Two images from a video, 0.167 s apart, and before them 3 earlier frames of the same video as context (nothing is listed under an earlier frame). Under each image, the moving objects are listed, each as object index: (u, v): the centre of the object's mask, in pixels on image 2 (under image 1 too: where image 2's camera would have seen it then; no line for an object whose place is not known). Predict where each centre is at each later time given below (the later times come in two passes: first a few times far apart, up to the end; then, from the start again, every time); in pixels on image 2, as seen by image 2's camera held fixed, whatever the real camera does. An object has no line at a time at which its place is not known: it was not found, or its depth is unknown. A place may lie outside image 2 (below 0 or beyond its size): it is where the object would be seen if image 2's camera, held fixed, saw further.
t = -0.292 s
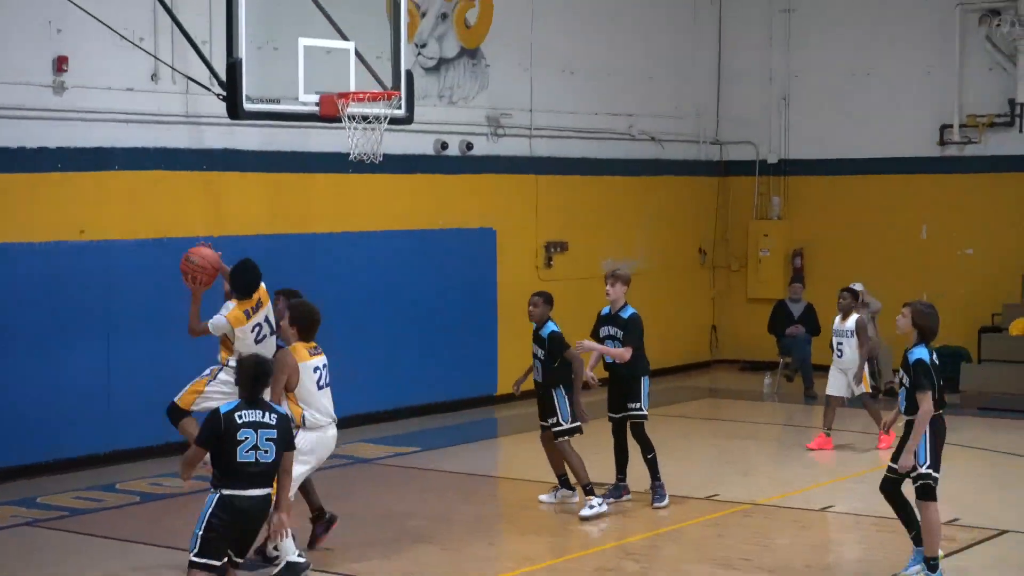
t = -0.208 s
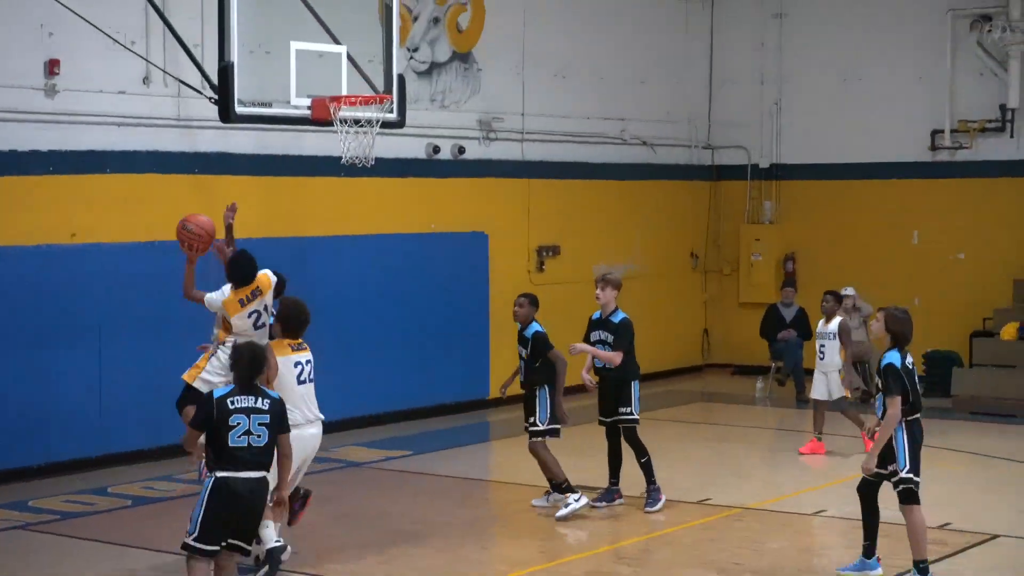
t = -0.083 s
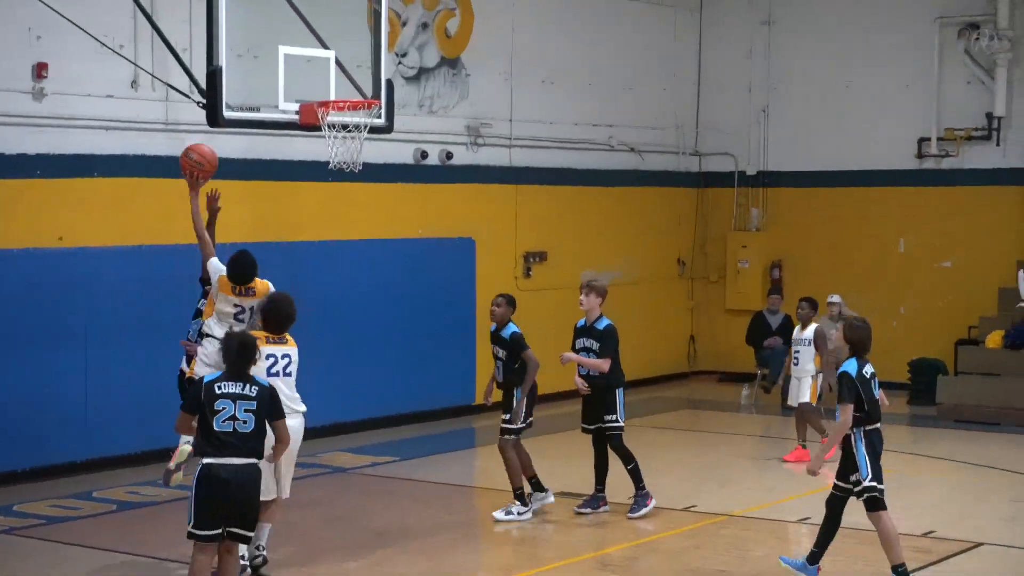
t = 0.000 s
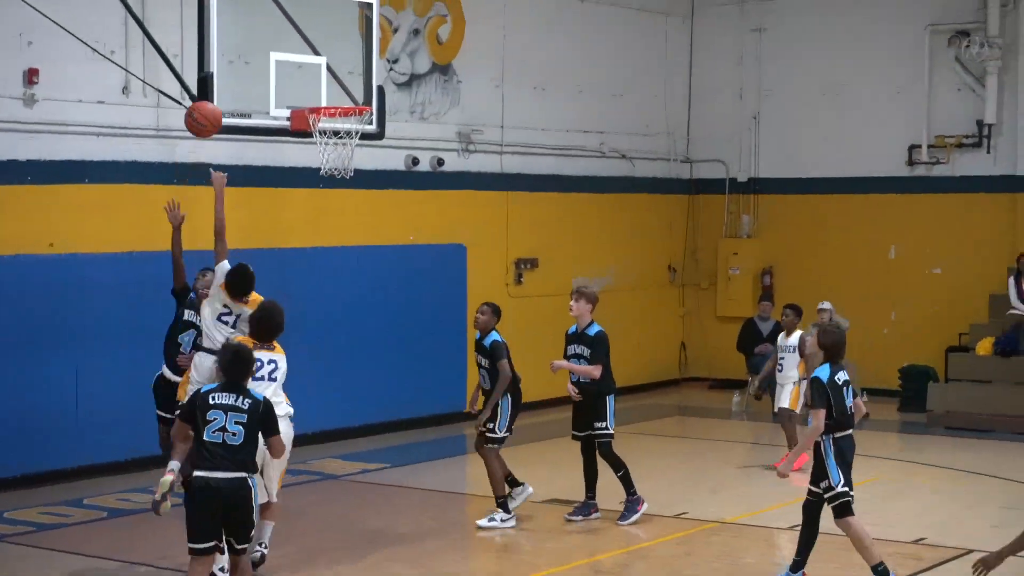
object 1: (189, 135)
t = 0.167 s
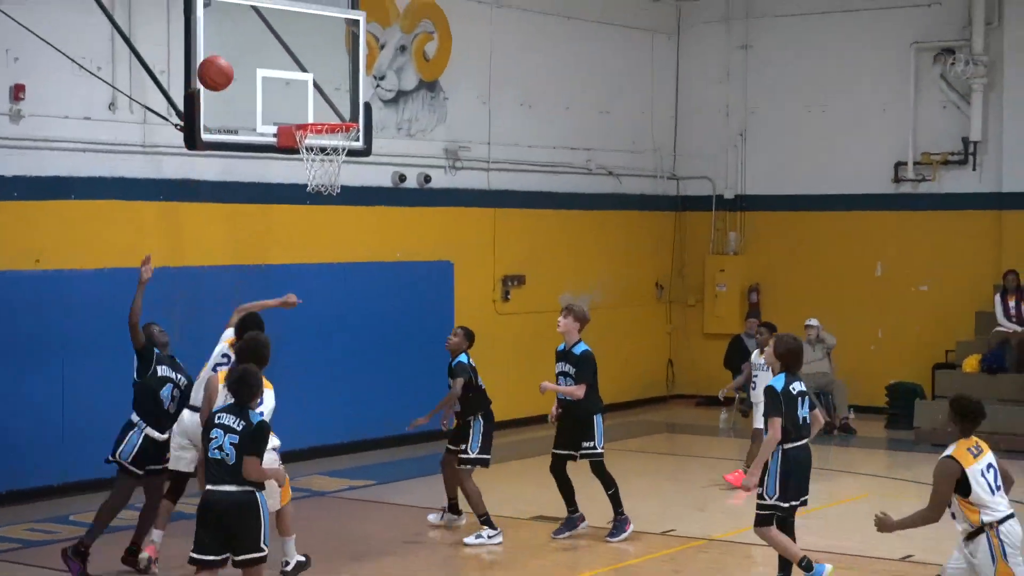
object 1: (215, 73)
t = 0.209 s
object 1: (222, 65)
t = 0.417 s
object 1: (250, 61)
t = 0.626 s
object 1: (300, 103)
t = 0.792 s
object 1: (345, 169)
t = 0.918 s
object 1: (361, 203)
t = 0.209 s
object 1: (222, 65)
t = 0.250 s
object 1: (228, 59)
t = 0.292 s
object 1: (234, 56)
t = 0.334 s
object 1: (239, 56)
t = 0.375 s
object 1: (245, 57)
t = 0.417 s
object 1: (250, 61)
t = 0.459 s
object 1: (256, 67)
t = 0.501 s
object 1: (263, 74)
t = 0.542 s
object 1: (275, 82)
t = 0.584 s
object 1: (287, 91)
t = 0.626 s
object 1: (300, 103)
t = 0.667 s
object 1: (312, 113)
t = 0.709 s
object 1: (324, 134)
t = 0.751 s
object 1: (336, 152)
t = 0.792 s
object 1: (345, 169)
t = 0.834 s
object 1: (350, 177)
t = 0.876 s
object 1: (356, 189)
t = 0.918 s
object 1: (361, 203)
